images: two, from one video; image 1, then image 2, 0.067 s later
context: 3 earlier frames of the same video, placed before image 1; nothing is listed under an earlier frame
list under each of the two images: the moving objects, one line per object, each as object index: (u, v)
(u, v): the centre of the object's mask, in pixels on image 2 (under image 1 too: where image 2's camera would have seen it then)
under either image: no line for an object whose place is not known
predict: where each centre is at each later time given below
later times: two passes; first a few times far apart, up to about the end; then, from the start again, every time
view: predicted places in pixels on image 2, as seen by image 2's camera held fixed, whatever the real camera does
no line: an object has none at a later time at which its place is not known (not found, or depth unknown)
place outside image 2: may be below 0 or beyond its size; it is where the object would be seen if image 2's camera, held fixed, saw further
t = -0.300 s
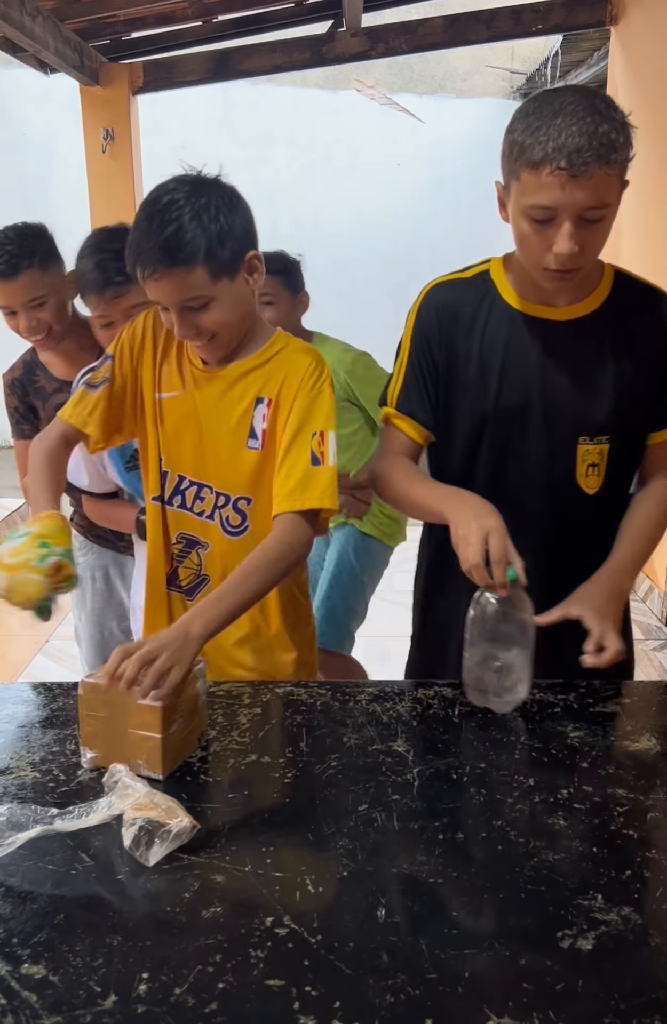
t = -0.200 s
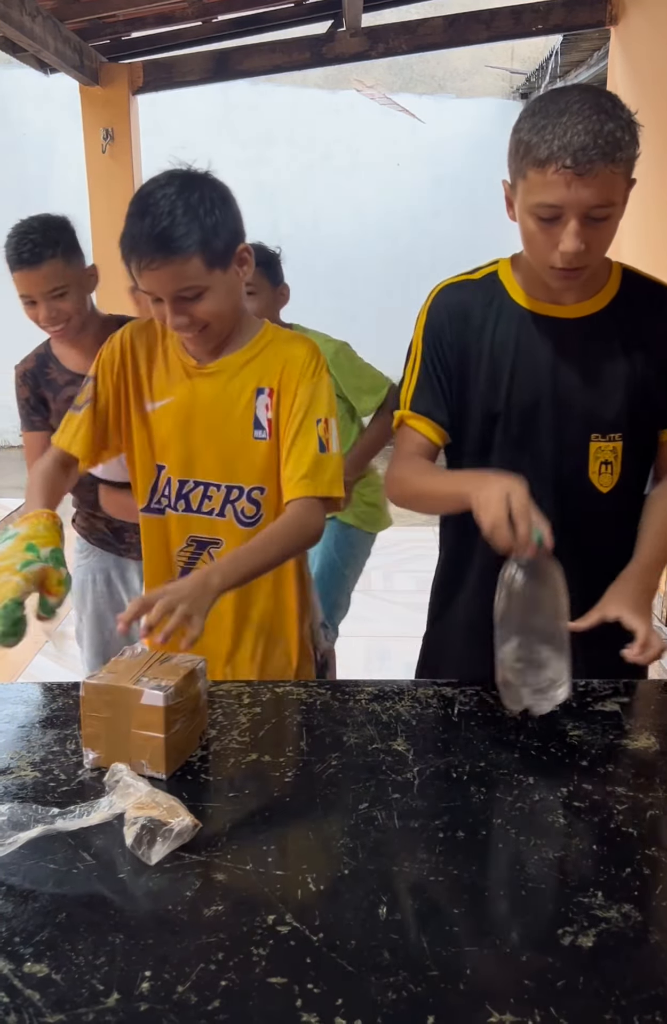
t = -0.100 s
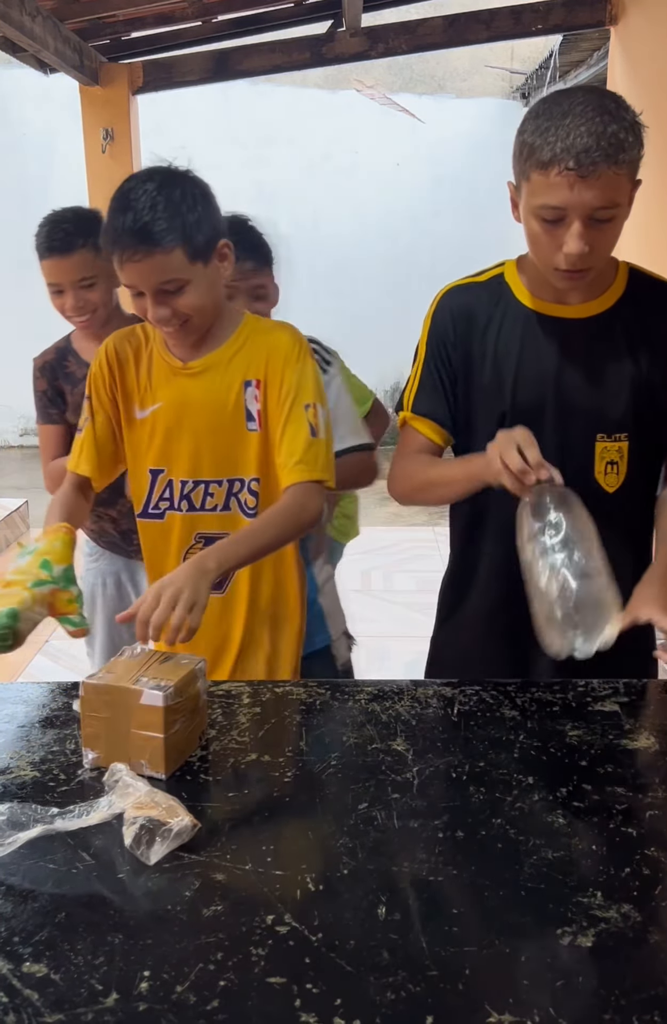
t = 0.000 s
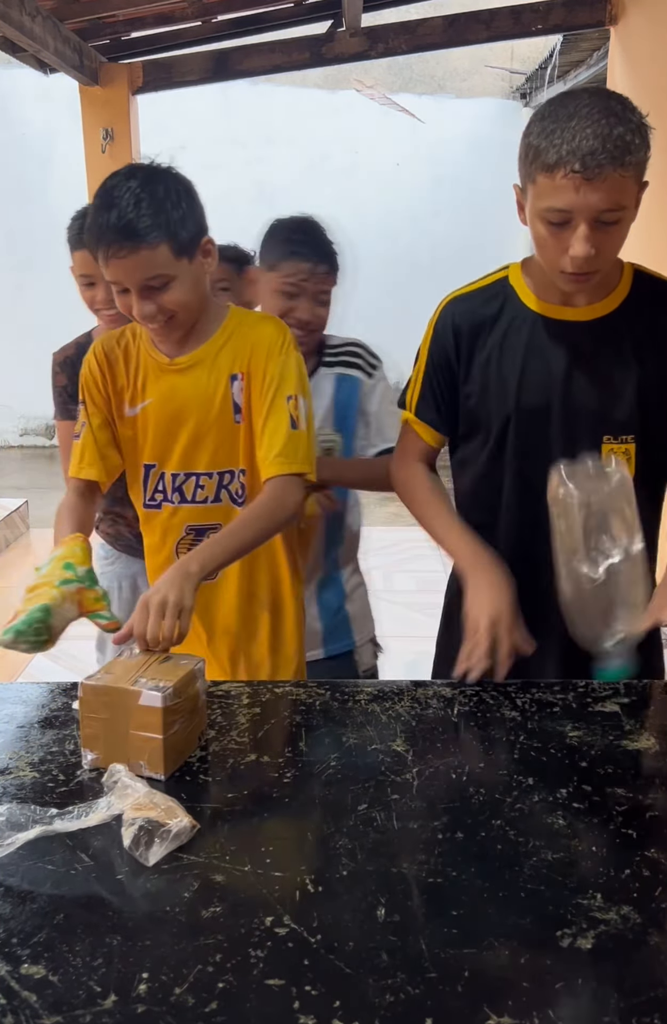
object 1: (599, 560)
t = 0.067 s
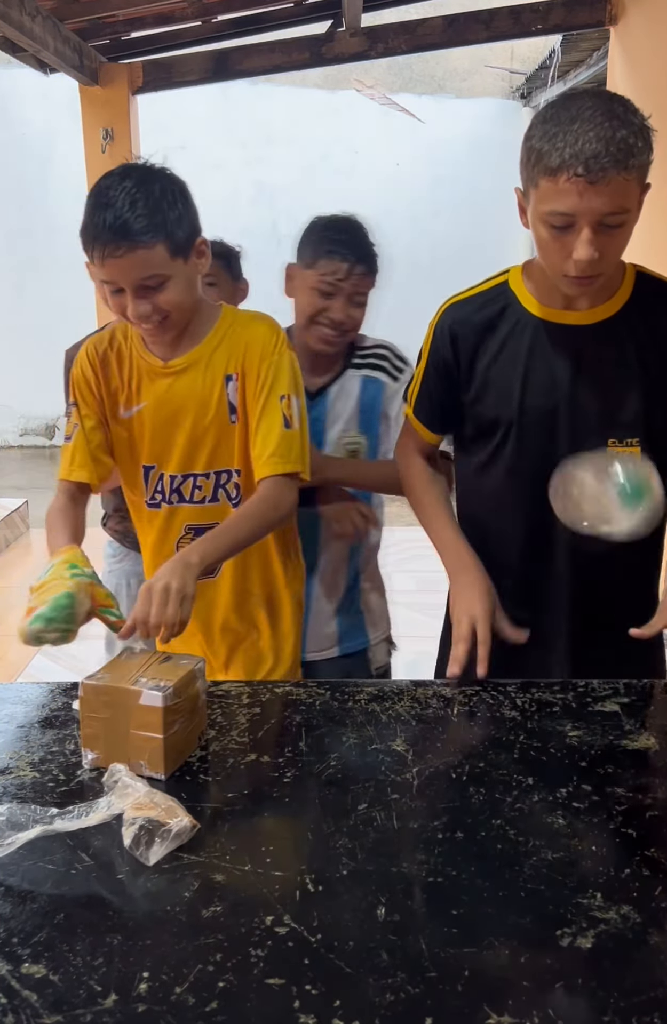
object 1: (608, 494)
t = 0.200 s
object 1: (605, 552)
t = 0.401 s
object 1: (595, 744)
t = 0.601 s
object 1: (592, 744)
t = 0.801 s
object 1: (598, 744)
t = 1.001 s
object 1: (603, 744)
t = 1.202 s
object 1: (603, 744)
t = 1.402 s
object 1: (602, 744)
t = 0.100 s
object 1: (604, 491)
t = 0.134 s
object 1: (605, 500)
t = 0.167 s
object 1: (605, 520)
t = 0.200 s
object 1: (605, 552)
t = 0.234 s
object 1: (604, 595)
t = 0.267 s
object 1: (603, 645)
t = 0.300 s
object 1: (601, 704)
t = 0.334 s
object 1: (598, 732)
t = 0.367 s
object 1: (596, 748)
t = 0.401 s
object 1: (595, 744)
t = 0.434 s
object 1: (594, 744)
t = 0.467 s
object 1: (594, 744)
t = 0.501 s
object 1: (594, 744)
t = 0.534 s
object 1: (594, 744)
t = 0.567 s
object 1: (593, 744)
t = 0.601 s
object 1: (592, 744)
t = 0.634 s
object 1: (593, 744)
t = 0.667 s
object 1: (594, 744)
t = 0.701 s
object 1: (596, 744)
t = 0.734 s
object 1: (598, 744)
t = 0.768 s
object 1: (599, 744)
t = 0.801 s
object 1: (598, 744)
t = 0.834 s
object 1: (598, 744)
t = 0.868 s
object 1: (599, 744)
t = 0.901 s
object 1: (600, 744)
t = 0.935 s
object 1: (601, 744)
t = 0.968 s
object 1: (602, 744)
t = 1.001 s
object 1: (603, 744)
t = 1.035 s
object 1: (602, 744)
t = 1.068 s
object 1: (602, 744)
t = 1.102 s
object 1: (602, 744)
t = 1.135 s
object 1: (602, 744)
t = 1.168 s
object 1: (603, 744)
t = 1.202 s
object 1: (603, 744)
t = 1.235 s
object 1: (603, 744)
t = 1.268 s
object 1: (603, 744)
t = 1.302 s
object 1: (602, 744)
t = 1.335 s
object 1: (602, 744)
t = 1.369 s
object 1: (602, 744)
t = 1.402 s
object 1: (602, 744)
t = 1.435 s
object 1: (602, 744)
